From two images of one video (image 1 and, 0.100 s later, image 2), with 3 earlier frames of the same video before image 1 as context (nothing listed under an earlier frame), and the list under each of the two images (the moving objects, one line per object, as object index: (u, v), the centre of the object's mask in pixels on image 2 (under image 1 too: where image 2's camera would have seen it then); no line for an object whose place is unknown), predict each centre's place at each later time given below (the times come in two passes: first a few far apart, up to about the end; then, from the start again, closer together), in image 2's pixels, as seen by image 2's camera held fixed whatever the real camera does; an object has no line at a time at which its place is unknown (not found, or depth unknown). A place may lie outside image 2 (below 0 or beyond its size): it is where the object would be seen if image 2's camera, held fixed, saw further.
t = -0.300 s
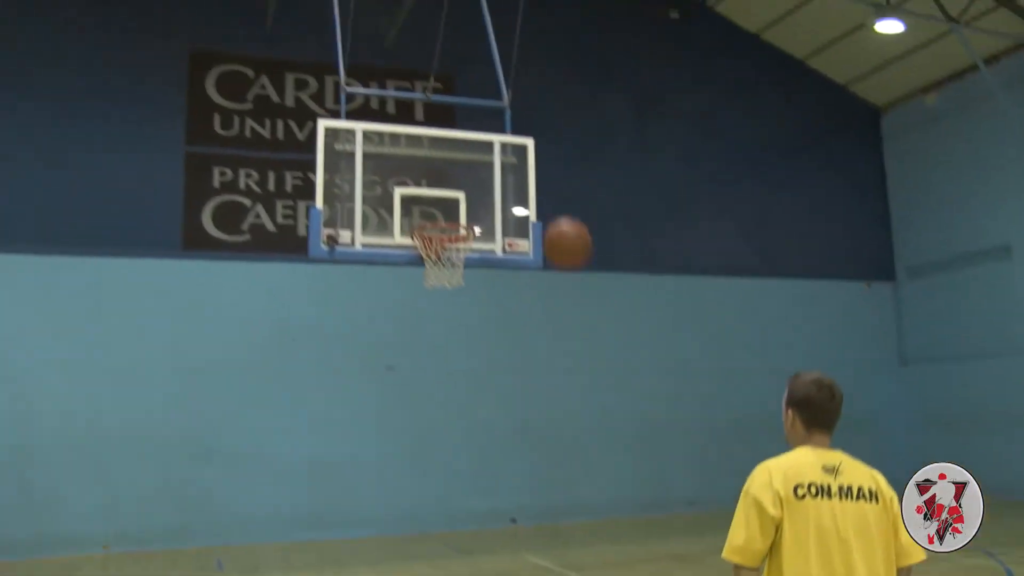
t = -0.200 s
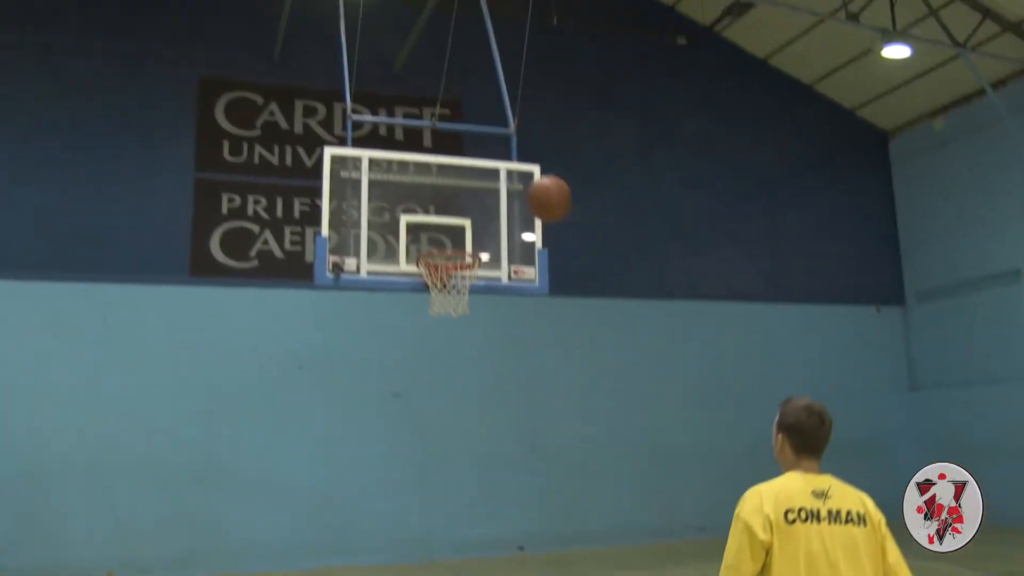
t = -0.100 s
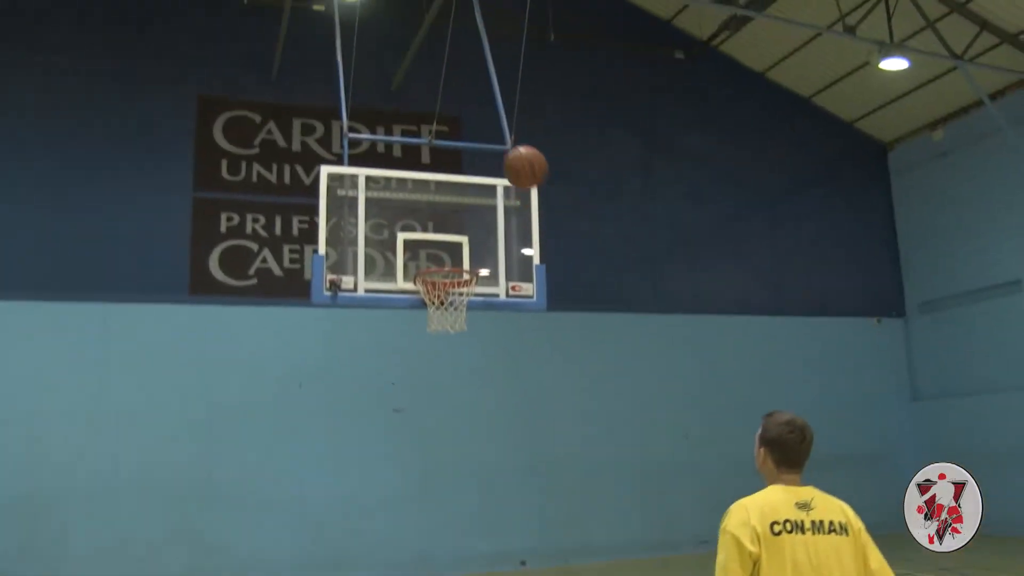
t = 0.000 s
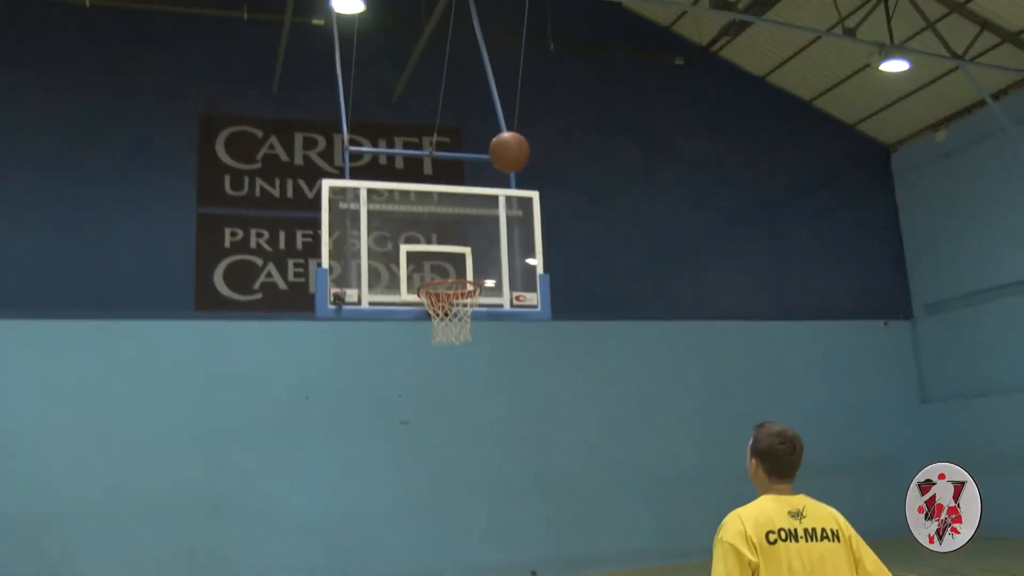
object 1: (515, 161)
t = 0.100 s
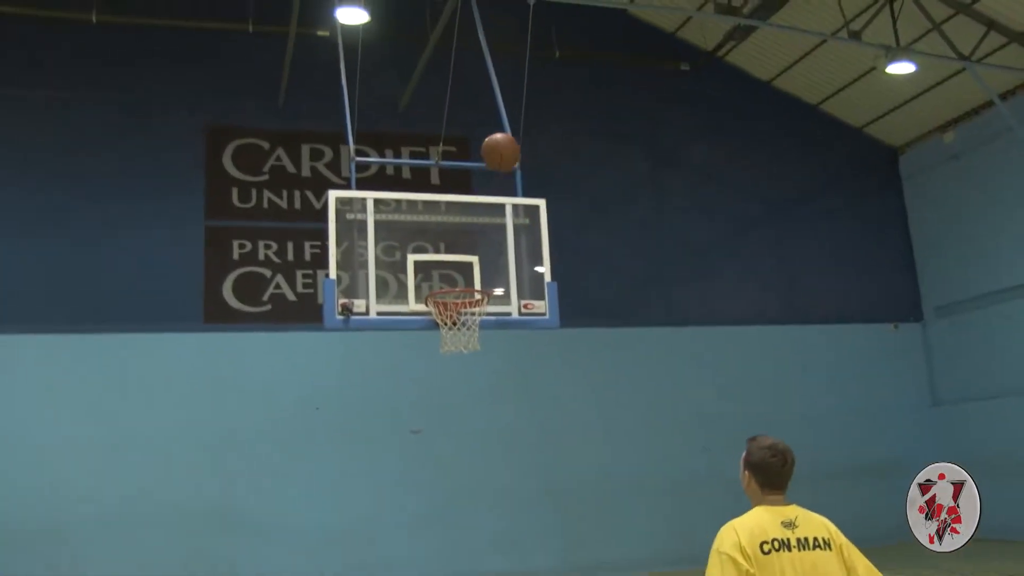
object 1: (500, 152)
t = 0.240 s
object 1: (484, 165)
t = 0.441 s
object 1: (467, 224)
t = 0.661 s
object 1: (451, 262)
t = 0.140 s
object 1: (495, 154)
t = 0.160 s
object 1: (493, 155)
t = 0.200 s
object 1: (488, 159)
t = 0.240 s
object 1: (484, 165)
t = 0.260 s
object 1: (482, 169)
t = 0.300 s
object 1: (478, 178)
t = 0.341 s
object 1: (475, 189)
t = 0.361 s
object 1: (473, 195)
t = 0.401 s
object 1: (470, 210)
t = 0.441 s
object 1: (467, 224)
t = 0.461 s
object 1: (465, 234)
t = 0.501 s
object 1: (463, 252)
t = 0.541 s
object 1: (460, 274)
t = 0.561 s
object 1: (458, 273)
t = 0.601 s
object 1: (455, 268)
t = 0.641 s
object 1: (452, 263)
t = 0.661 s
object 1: (451, 262)
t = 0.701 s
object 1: (449, 261)
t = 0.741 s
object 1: (445, 262)
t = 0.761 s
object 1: (444, 262)
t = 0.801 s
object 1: (442, 267)
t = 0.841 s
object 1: (439, 273)
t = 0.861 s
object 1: (439, 274)
